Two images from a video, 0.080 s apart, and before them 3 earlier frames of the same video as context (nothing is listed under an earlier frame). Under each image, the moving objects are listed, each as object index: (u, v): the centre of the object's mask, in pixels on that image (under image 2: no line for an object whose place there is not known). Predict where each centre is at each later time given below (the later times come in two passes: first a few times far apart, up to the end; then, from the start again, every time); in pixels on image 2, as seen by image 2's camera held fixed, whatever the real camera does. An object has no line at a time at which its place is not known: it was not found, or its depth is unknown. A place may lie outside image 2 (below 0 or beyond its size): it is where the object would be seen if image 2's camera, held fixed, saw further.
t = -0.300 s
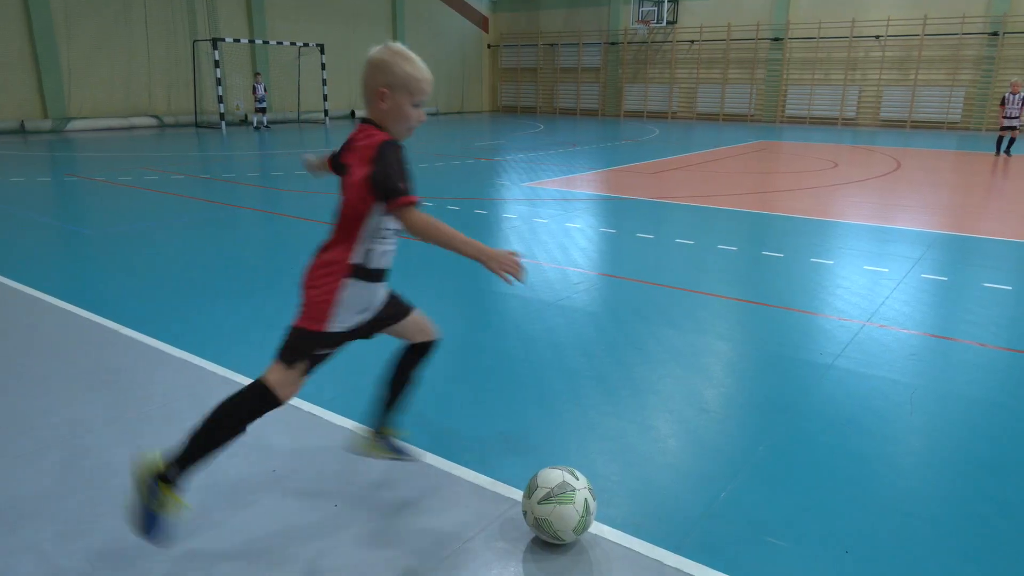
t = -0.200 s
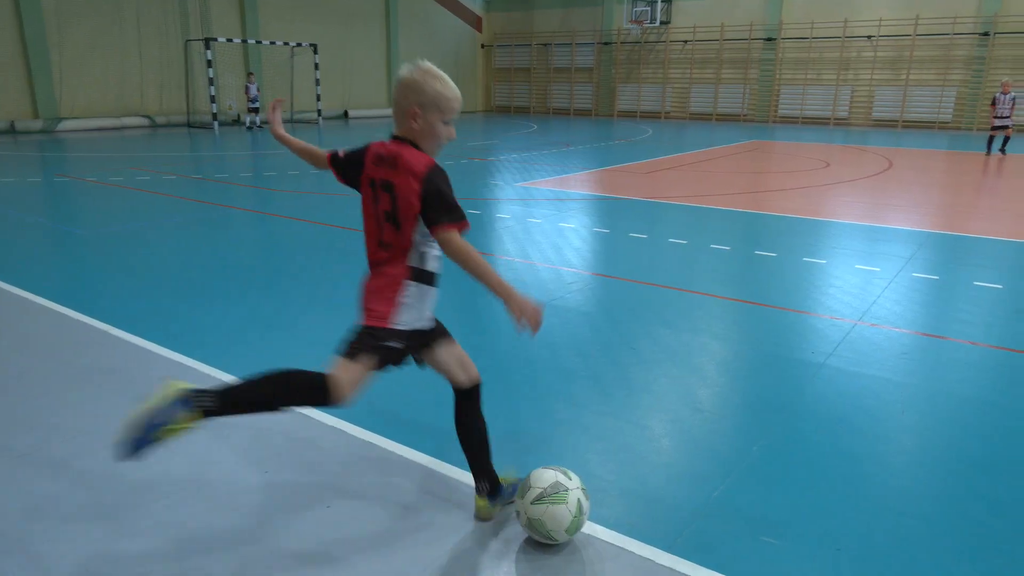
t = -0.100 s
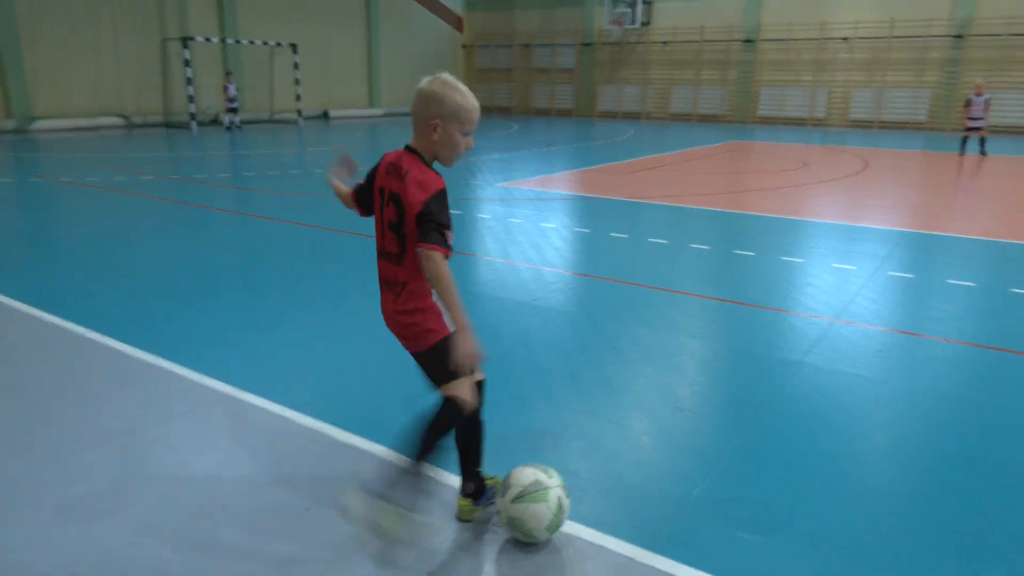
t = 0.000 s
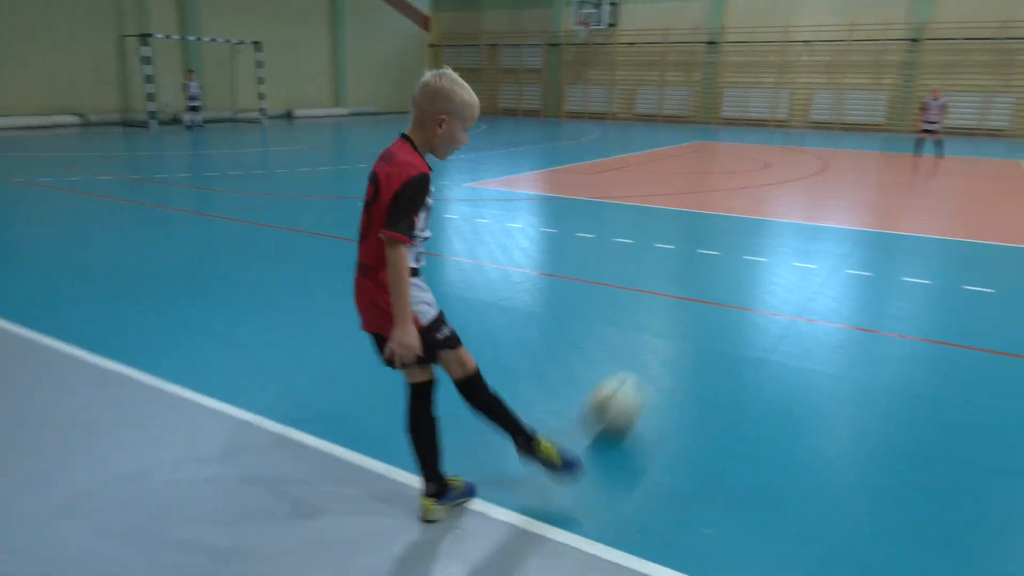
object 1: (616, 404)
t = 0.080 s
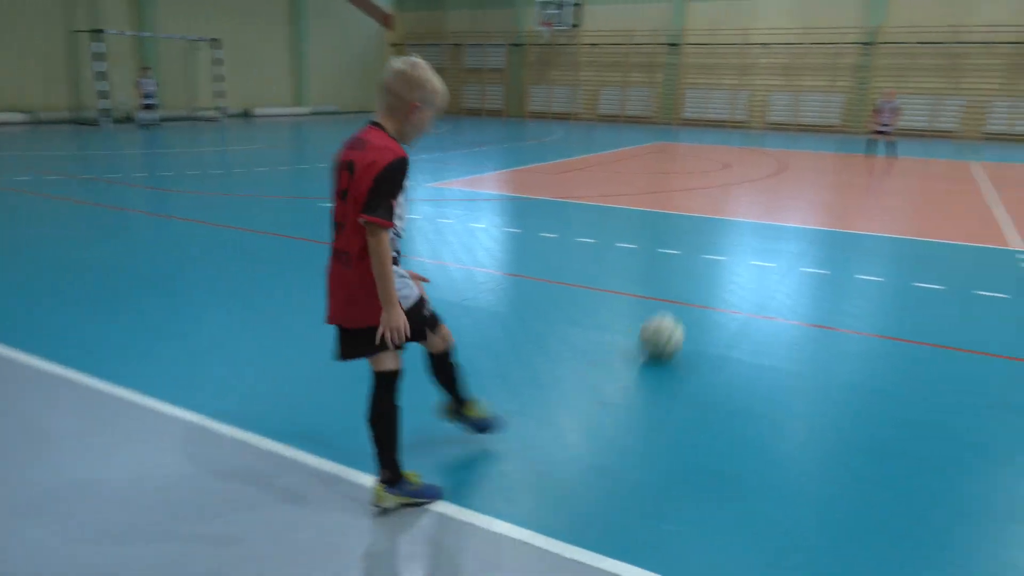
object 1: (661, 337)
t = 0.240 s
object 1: (735, 266)
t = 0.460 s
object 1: (787, 221)
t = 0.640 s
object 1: (811, 202)
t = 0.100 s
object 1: (676, 324)
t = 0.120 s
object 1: (688, 312)
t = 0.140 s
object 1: (695, 303)
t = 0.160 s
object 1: (704, 294)
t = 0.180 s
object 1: (712, 286)
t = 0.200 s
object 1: (720, 277)
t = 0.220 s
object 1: (728, 272)
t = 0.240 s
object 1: (735, 266)
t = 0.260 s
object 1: (742, 261)
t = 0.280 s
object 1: (748, 255)
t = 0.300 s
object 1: (754, 250)
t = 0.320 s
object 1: (760, 247)
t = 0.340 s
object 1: (764, 242)
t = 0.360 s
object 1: (769, 238)
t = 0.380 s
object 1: (774, 234)
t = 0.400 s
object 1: (778, 231)
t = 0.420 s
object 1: (781, 229)
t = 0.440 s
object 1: (785, 224)
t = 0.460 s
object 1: (787, 221)
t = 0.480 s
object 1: (792, 217)
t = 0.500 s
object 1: (795, 215)
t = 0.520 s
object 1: (798, 213)
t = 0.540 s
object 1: (800, 213)
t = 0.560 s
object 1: (802, 212)
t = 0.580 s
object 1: (805, 209)
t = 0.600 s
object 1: (807, 206)
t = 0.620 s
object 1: (808, 205)
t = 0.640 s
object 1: (811, 202)
